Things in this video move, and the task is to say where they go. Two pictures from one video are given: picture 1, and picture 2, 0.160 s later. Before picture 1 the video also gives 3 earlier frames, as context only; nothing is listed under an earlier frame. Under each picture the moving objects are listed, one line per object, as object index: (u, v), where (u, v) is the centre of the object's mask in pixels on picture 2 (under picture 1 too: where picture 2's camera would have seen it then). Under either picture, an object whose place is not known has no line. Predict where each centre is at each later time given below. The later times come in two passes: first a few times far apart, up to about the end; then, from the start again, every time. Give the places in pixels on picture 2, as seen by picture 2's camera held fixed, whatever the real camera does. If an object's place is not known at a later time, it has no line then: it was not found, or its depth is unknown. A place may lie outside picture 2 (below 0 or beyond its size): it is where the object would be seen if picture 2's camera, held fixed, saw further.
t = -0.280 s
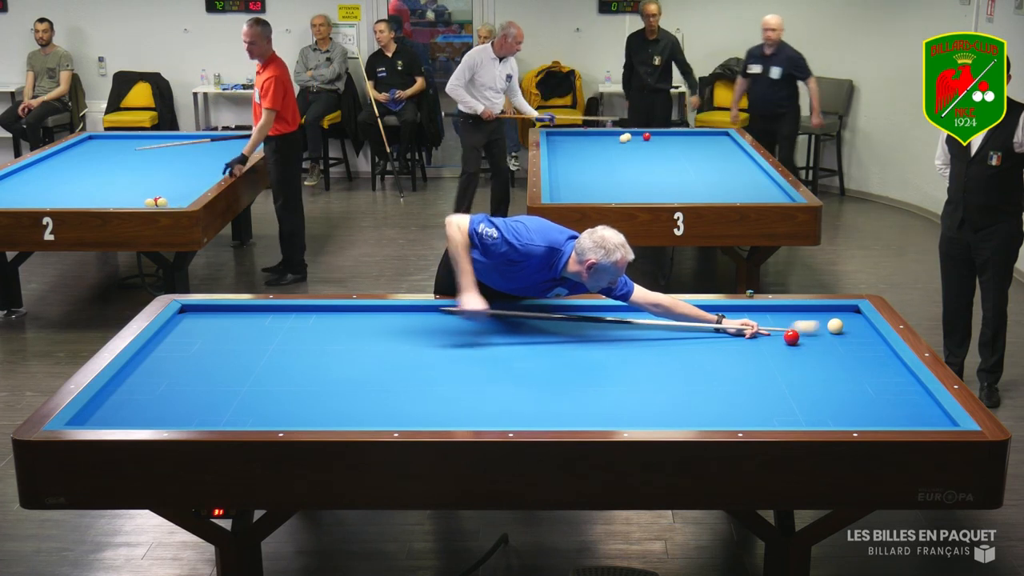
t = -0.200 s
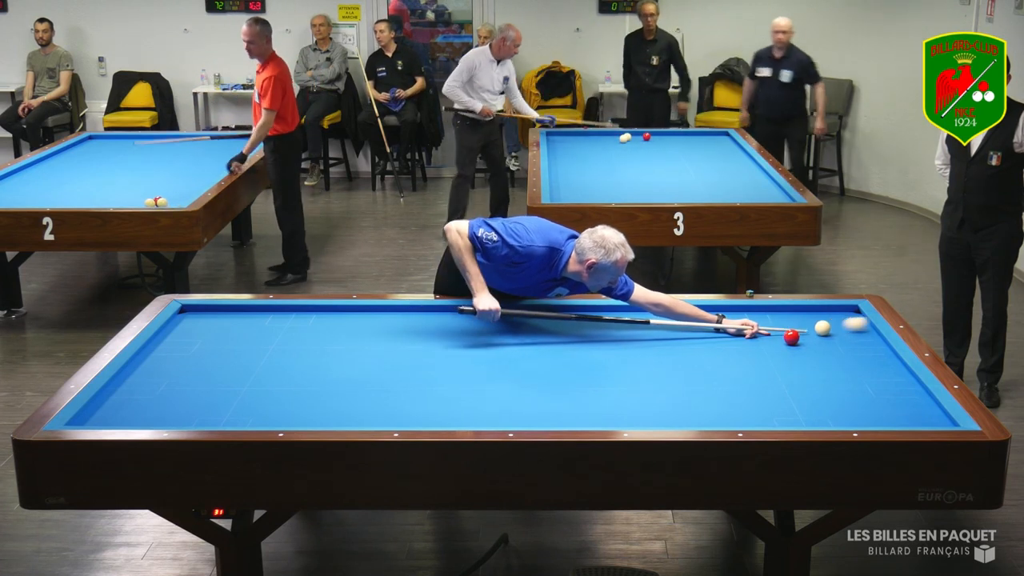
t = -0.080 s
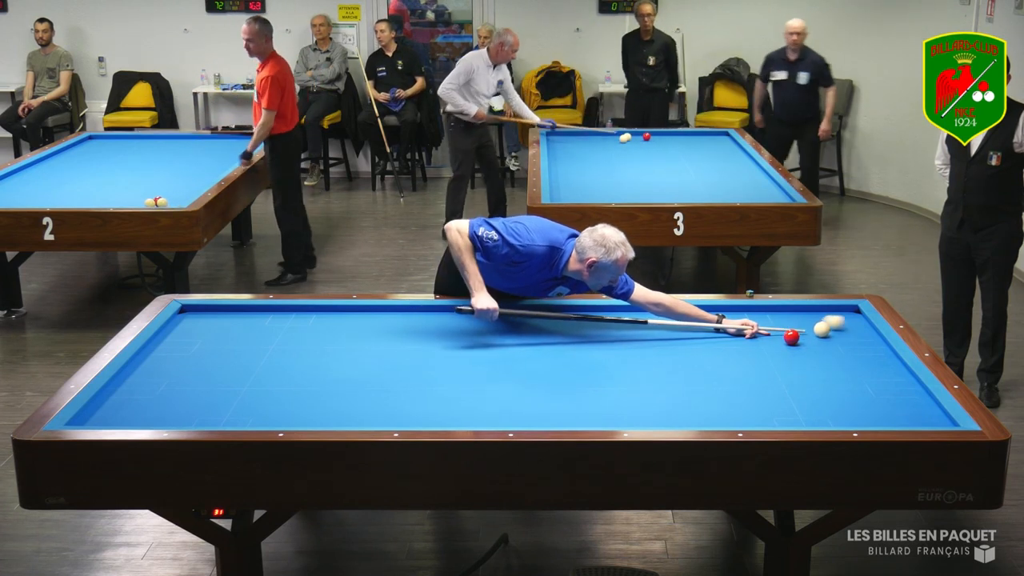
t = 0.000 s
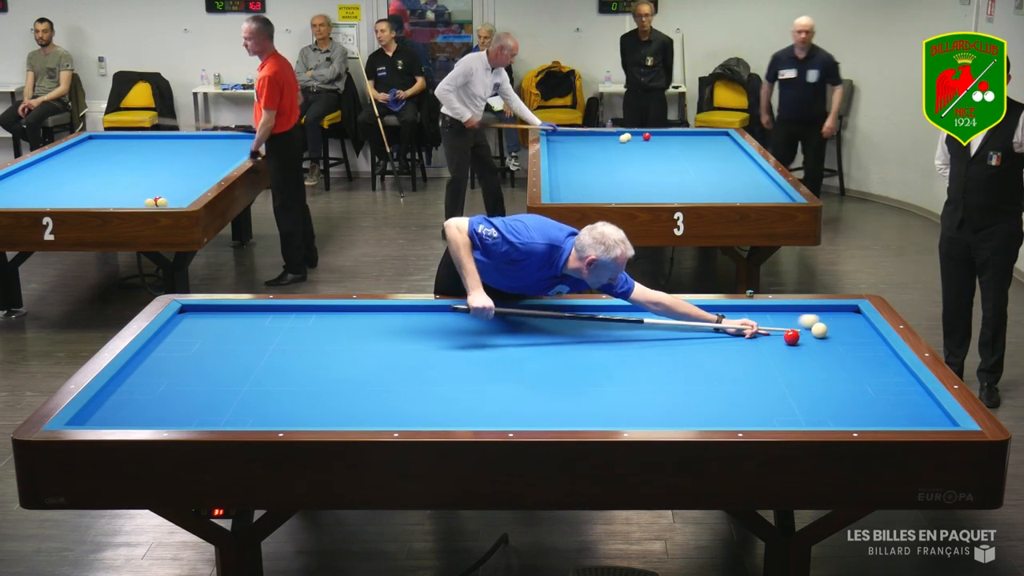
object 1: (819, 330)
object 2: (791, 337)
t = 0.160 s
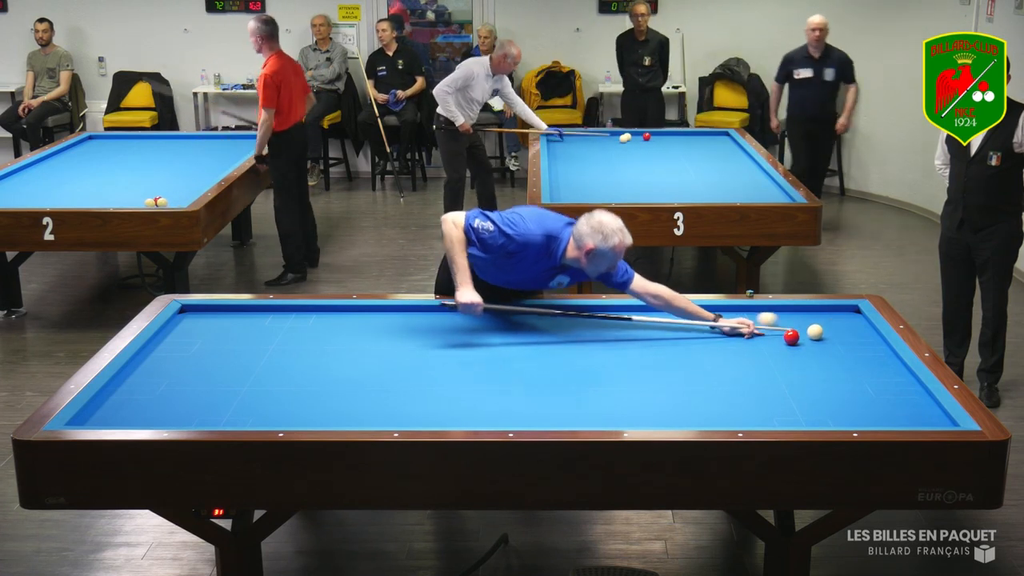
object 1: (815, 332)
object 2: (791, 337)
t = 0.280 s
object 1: (812, 333)
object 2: (791, 337)
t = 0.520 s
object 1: (806, 335)
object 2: (791, 337)
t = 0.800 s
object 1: (806, 338)
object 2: (785, 337)
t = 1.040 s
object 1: (807, 340)
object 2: (780, 337)
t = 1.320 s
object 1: (808, 341)
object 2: (776, 338)
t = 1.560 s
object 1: (809, 343)
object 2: (772, 338)
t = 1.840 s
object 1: (810, 344)
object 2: (770, 338)
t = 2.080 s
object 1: (811, 345)
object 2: (768, 338)
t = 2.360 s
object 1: (812, 345)
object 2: (767, 338)
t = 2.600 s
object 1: (813, 346)
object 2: (767, 338)
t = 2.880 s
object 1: (813, 346)
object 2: (767, 338)
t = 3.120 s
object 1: (813, 346)
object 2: (767, 338)
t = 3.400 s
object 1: (813, 346)
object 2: (767, 338)
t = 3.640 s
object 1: (813, 346)
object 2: (767, 338)
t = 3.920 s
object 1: (813, 346)
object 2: (767, 338)
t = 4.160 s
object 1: (813, 346)
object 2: (767, 338)
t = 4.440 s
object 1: (813, 346)
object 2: (767, 338)
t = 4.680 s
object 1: (813, 346)
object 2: (767, 338)
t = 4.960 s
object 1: (813, 346)
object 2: (767, 338)
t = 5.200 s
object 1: (813, 346)
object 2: (767, 338)
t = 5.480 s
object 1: (813, 346)
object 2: (767, 338)
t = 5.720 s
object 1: (813, 346)
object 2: (767, 338)
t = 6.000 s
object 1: (813, 346)
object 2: (767, 338)
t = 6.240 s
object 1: (813, 346)
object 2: (767, 338)
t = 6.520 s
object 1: (813, 346)
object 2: (767, 338)
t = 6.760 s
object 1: (813, 346)
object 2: (767, 338)
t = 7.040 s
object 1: (813, 346)
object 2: (767, 338)
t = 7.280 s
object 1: (813, 346)
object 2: (767, 338)
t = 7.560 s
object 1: (813, 346)
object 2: (767, 338)
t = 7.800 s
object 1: (813, 346)
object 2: (767, 338)
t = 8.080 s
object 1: (813, 346)
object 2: (767, 338)
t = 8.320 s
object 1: (813, 346)
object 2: (767, 338)
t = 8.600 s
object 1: (813, 346)
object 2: (767, 338)
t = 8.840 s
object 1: (813, 346)
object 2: (767, 338)
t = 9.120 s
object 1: (813, 346)
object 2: (767, 338)
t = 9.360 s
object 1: (813, 346)
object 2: (767, 338)
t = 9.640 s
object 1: (813, 346)
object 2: (767, 338)
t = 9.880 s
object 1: (813, 346)
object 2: (767, 338)
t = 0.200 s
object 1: (814, 332)
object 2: (791, 337)
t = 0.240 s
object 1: (812, 333)
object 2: (791, 337)
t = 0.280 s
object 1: (812, 333)
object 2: (791, 337)
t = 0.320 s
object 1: (810, 333)
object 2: (791, 337)
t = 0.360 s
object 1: (809, 334)
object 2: (791, 337)
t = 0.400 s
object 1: (809, 334)
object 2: (791, 337)
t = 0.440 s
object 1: (807, 335)
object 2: (791, 337)
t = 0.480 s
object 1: (807, 335)
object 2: (791, 337)
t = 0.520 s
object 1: (806, 335)
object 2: (791, 337)
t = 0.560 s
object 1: (806, 336)
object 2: (790, 337)
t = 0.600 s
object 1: (806, 336)
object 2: (789, 337)
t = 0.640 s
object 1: (806, 337)
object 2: (788, 337)
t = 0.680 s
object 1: (806, 337)
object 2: (787, 337)
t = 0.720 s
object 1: (806, 337)
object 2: (787, 337)
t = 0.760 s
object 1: (806, 338)
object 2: (785, 337)
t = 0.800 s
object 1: (806, 338)
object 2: (785, 337)
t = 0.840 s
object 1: (807, 338)
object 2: (784, 337)
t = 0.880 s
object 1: (807, 338)
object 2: (783, 337)
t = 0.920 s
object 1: (807, 339)
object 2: (783, 337)
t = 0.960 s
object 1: (807, 339)
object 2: (782, 337)
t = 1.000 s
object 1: (807, 339)
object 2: (781, 337)
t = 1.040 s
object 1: (807, 340)
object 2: (780, 337)
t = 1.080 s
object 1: (807, 340)
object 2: (779, 338)
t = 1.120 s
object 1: (807, 340)
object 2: (779, 338)
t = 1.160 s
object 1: (808, 340)
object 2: (778, 338)
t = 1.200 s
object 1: (808, 341)
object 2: (777, 338)
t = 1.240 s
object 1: (808, 341)
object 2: (777, 338)
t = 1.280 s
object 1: (808, 341)
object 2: (776, 338)
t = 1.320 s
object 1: (808, 341)
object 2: (776, 338)
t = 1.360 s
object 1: (808, 342)
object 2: (775, 338)
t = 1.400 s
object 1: (808, 342)
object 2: (774, 338)
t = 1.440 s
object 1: (809, 342)
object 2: (774, 338)
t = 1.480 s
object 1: (809, 342)
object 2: (773, 338)
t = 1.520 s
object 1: (809, 342)
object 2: (773, 338)
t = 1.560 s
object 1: (809, 343)
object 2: (772, 338)
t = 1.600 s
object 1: (809, 343)
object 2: (772, 338)
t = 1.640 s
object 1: (809, 343)
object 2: (772, 338)
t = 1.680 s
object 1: (810, 343)
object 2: (771, 338)
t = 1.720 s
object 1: (810, 343)
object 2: (771, 338)
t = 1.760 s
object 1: (810, 343)
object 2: (770, 338)
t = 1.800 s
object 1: (810, 344)
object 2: (770, 338)
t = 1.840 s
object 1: (810, 344)
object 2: (770, 338)
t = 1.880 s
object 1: (810, 344)
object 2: (769, 338)
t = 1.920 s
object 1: (811, 344)
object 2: (769, 338)
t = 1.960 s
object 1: (811, 344)
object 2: (769, 338)
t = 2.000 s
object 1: (811, 344)
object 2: (768, 338)
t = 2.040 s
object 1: (811, 344)
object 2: (768, 338)
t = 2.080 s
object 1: (811, 345)
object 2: (768, 338)
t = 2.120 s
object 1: (811, 345)
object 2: (768, 338)
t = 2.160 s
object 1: (812, 345)
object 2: (767, 338)
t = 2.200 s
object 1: (812, 345)
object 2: (767, 338)
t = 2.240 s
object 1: (812, 345)
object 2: (767, 338)
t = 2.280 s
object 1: (812, 345)
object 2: (767, 338)
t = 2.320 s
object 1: (812, 345)
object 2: (767, 338)
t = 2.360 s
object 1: (812, 345)
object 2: (767, 338)
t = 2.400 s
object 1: (812, 345)
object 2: (767, 338)
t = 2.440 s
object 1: (812, 345)
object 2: (767, 338)
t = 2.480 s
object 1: (812, 345)
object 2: (767, 338)
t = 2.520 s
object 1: (813, 345)
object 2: (767, 338)
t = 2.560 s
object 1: (813, 346)
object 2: (767, 338)
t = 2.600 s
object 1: (813, 346)
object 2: (767, 338)
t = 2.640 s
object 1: (813, 346)
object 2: (767, 338)
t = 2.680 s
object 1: (813, 346)
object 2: (767, 338)
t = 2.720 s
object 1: (813, 346)
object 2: (767, 338)
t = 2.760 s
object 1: (813, 346)
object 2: (767, 338)
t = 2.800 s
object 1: (813, 346)
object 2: (767, 338)
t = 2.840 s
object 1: (813, 346)
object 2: (767, 338)
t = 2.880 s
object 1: (813, 346)
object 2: (767, 338)
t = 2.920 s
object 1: (813, 346)
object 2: (767, 338)
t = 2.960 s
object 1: (813, 346)
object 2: (767, 338)
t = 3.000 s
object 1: (813, 346)
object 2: (767, 338)
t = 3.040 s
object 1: (813, 346)
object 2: (767, 338)
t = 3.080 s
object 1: (813, 346)
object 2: (767, 338)
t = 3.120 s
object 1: (813, 346)
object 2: (767, 338)
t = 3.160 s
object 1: (813, 346)
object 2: (767, 338)
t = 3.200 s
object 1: (813, 346)
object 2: (767, 338)
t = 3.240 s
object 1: (813, 346)
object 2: (767, 338)
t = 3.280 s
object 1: (813, 346)
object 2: (767, 338)
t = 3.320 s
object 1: (813, 346)
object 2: (767, 338)
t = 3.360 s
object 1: (813, 346)
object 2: (767, 338)
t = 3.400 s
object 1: (813, 346)
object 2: (767, 338)
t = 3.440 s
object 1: (813, 346)
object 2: (767, 338)
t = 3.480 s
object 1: (813, 346)
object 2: (767, 338)
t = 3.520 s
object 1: (813, 346)
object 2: (767, 338)
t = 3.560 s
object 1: (813, 346)
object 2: (767, 338)
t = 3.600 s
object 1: (813, 346)
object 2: (767, 338)
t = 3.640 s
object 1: (813, 346)
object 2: (767, 338)
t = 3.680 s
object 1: (813, 346)
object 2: (767, 338)
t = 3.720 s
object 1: (813, 346)
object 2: (767, 338)
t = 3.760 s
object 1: (813, 346)
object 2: (767, 338)
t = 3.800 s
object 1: (813, 346)
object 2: (767, 338)
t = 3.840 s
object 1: (813, 346)
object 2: (767, 338)
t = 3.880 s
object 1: (813, 346)
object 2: (767, 338)
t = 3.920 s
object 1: (813, 346)
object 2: (767, 338)
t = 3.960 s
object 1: (813, 346)
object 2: (767, 338)
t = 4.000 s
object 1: (813, 346)
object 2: (767, 338)
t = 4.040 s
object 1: (813, 346)
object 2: (767, 338)
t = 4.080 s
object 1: (813, 346)
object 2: (767, 338)
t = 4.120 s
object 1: (813, 346)
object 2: (767, 338)
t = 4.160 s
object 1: (813, 346)
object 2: (767, 338)
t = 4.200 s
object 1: (813, 346)
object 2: (767, 338)
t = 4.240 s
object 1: (813, 346)
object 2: (767, 338)
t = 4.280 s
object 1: (813, 346)
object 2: (767, 338)
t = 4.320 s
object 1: (813, 346)
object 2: (767, 338)
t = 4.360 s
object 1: (813, 346)
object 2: (767, 338)
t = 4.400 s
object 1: (813, 346)
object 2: (767, 338)
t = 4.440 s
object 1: (813, 346)
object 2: (767, 338)
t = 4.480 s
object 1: (813, 346)
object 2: (767, 338)
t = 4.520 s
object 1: (813, 346)
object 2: (767, 338)
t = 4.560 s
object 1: (813, 346)
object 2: (767, 338)
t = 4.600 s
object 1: (813, 346)
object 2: (767, 338)
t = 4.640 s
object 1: (813, 346)
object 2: (767, 338)
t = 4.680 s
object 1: (813, 346)
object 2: (767, 338)
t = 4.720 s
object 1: (813, 346)
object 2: (767, 338)
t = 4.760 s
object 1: (813, 346)
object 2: (767, 338)
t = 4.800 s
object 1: (813, 346)
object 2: (767, 338)
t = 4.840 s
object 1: (813, 346)
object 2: (767, 338)
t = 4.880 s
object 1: (813, 346)
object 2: (767, 338)
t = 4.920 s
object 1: (813, 346)
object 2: (767, 338)
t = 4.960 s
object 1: (813, 346)
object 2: (767, 338)
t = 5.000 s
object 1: (813, 346)
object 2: (767, 338)
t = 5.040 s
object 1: (813, 346)
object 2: (767, 338)
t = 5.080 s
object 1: (813, 346)
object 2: (767, 338)
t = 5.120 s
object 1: (813, 346)
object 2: (767, 338)
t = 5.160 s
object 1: (813, 346)
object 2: (767, 338)
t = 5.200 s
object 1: (813, 346)
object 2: (767, 338)
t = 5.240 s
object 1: (813, 346)
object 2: (767, 338)
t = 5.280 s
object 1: (813, 346)
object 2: (767, 338)
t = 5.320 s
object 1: (813, 346)
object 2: (767, 338)
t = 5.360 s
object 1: (813, 346)
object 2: (767, 338)
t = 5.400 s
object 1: (813, 346)
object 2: (767, 338)
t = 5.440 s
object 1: (813, 346)
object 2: (767, 338)
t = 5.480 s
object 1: (813, 346)
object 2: (767, 338)
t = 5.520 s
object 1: (813, 346)
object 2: (767, 338)
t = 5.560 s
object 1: (813, 346)
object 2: (767, 338)
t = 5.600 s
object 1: (813, 346)
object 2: (767, 338)
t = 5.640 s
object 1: (813, 346)
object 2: (767, 338)
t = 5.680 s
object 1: (813, 346)
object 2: (767, 338)
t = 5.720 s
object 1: (813, 346)
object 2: (767, 338)
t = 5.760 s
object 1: (813, 346)
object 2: (767, 338)
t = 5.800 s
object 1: (813, 346)
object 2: (767, 338)
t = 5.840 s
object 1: (813, 346)
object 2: (767, 338)
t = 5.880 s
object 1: (813, 346)
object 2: (767, 338)
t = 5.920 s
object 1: (813, 346)
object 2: (767, 338)
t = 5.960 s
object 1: (813, 346)
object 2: (767, 338)
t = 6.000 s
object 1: (813, 346)
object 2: (767, 338)
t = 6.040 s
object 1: (813, 346)
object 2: (767, 338)
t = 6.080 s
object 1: (813, 346)
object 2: (767, 338)
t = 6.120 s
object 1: (813, 346)
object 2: (767, 338)
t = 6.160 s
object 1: (813, 346)
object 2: (767, 338)
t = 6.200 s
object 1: (813, 346)
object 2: (767, 338)
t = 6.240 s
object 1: (813, 346)
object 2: (767, 338)
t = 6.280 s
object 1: (813, 346)
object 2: (767, 338)
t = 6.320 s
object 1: (813, 346)
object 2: (767, 338)
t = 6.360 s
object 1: (813, 346)
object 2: (767, 338)
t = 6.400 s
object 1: (813, 346)
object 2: (767, 338)
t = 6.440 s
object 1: (813, 346)
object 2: (767, 338)
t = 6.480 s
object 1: (813, 346)
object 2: (767, 338)
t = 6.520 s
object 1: (813, 346)
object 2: (767, 338)
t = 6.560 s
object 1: (813, 346)
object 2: (767, 338)
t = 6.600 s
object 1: (813, 346)
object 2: (767, 338)
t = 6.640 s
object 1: (813, 346)
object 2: (767, 338)
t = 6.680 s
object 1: (813, 346)
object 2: (767, 338)
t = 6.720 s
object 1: (813, 346)
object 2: (767, 338)
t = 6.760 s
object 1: (813, 346)
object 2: (767, 338)
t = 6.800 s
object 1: (813, 346)
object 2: (767, 338)
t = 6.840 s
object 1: (813, 346)
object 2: (767, 338)
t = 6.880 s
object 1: (813, 346)
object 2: (767, 338)
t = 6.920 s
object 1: (813, 346)
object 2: (767, 338)
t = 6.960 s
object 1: (813, 346)
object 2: (767, 338)
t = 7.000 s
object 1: (813, 346)
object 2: (767, 338)
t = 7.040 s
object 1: (813, 346)
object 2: (767, 338)
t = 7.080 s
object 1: (813, 346)
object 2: (767, 338)
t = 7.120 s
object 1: (813, 346)
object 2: (767, 338)
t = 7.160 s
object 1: (813, 346)
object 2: (767, 338)
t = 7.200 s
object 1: (813, 346)
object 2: (767, 338)
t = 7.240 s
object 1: (813, 346)
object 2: (767, 338)
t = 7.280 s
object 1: (813, 346)
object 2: (767, 338)
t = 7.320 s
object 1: (813, 346)
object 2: (767, 338)
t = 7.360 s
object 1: (813, 346)
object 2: (767, 338)
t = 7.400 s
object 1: (813, 346)
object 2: (767, 338)
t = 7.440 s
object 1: (813, 346)
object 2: (767, 338)
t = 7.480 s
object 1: (813, 346)
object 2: (767, 338)
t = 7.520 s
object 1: (813, 346)
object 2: (767, 338)
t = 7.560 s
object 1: (813, 346)
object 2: (767, 338)
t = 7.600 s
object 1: (813, 346)
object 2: (767, 338)
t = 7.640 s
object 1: (813, 346)
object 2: (767, 338)
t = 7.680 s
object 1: (813, 346)
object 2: (767, 338)
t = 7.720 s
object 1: (813, 346)
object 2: (767, 338)
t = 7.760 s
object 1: (813, 346)
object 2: (767, 338)
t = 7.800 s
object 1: (813, 346)
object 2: (767, 338)
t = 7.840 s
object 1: (813, 346)
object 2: (767, 338)
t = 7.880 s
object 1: (813, 346)
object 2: (767, 338)
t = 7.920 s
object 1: (813, 346)
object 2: (767, 338)
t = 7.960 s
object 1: (813, 346)
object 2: (767, 338)
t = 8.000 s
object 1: (813, 346)
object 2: (767, 338)
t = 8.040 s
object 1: (813, 346)
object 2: (767, 338)
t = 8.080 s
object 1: (813, 346)
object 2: (767, 338)
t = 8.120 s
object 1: (813, 346)
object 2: (767, 338)
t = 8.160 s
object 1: (813, 346)
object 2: (767, 338)
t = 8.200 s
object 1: (813, 346)
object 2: (767, 338)
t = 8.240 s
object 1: (813, 346)
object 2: (767, 338)
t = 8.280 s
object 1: (813, 346)
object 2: (767, 338)
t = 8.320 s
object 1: (813, 346)
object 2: (767, 338)
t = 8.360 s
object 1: (813, 346)
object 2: (767, 338)
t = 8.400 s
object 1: (813, 346)
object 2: (767, 338)
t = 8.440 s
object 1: (813, 346)
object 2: (767, 338)
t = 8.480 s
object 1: (813, 346)
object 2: (767, 338)
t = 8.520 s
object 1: (813, 346)
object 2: (767, 338)
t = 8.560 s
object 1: (813, 346)
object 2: (767, 338)
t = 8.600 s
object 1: (813, 346)
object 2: (767, 338)
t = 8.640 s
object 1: (813, 346)
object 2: (767, 338)
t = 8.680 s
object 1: (813, 346)
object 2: (767, 338)
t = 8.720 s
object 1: (813, 346)
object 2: (767, 338)
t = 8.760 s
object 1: (813, 346)
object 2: (767, 338)
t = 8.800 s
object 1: (813, 346)
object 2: (767, 338)
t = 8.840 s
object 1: (813, 346)
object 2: (767, 338)
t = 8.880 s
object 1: (813, 346)
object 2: (767, 338)
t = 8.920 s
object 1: (813, 346)
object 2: (767, 338)
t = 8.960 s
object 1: (813, 346)
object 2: (767, 338)
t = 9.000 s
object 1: (813, 346)
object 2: (767, 338)
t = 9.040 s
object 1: (813, 346)
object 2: (767, 338)
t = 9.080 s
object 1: (813, 346)
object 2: (767, 338)
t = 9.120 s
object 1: (813, 346)
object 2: (767, 338)
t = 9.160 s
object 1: (813, 346)
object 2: (767, 338)
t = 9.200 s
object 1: (813, 346)
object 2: (767, 338)
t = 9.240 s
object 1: (813, 346)
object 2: (767, 338)
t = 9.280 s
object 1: (813, 346)
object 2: (767, 338)
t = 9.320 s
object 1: (813, 346)
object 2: (767, 338)
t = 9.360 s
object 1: (813, 346)
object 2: (767, 338)
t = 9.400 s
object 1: (813, 346)
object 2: (767, 338)
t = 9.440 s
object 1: (813, 346)
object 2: (767, 338)
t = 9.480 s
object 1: (813, 346)
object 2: (767, 338)
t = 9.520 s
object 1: (813, 346)
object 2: (767, 338)
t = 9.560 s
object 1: (813, 346)
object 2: (767, 338)
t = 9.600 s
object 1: (813, 346)
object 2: (767, 338)
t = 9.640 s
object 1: (813, 346)
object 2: (767, 338)
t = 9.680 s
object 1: (813, 346)
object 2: (767, 338)
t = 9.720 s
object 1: (813, 346)
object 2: (767, 338)
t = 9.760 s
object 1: (813, 346)
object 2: (767, 338)
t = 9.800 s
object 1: (813, 346)
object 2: (767, 338)
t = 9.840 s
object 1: (813, 346)
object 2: (767, 338)
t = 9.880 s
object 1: (813, 346)
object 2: (767, 338)
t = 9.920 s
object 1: (813, 346)
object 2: (767, 338)
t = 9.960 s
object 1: (813, 346)
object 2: (767, 338)
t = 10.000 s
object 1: (813, 346)
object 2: (767, 338)
